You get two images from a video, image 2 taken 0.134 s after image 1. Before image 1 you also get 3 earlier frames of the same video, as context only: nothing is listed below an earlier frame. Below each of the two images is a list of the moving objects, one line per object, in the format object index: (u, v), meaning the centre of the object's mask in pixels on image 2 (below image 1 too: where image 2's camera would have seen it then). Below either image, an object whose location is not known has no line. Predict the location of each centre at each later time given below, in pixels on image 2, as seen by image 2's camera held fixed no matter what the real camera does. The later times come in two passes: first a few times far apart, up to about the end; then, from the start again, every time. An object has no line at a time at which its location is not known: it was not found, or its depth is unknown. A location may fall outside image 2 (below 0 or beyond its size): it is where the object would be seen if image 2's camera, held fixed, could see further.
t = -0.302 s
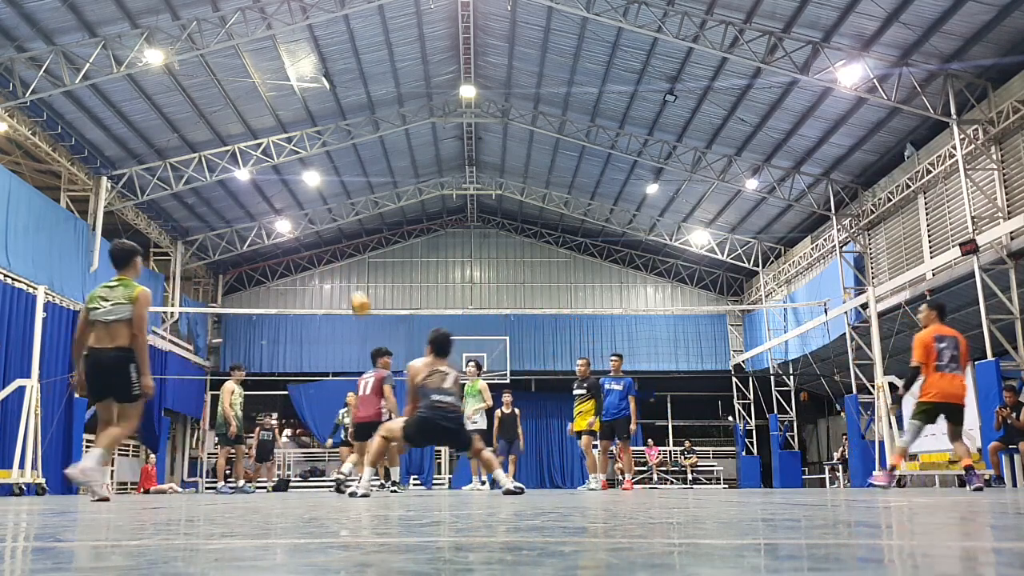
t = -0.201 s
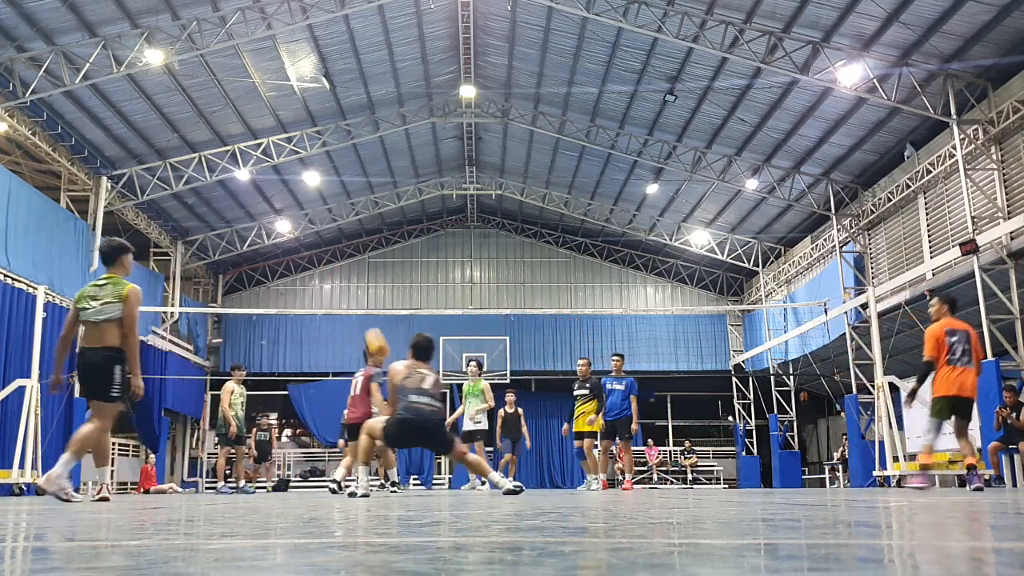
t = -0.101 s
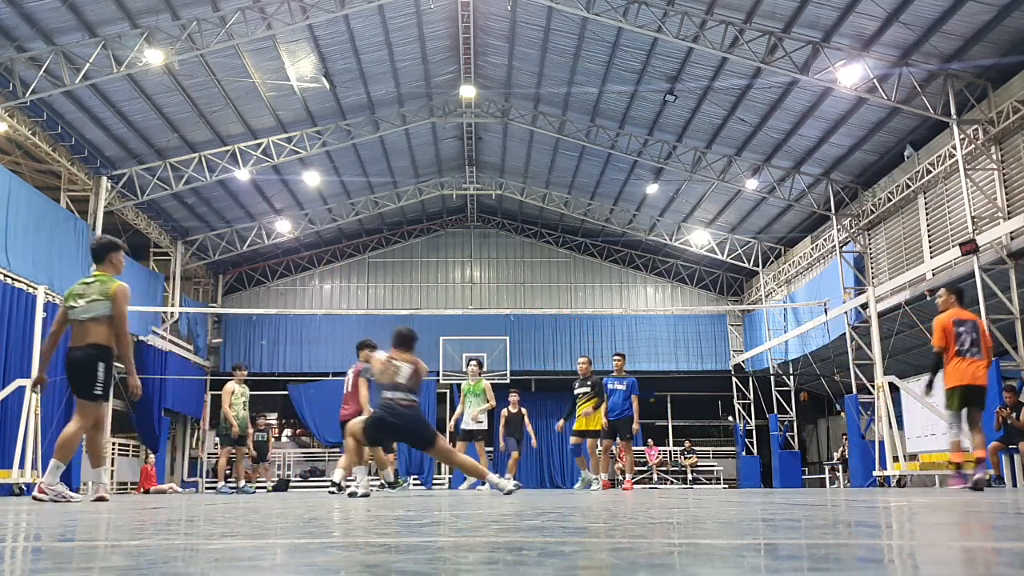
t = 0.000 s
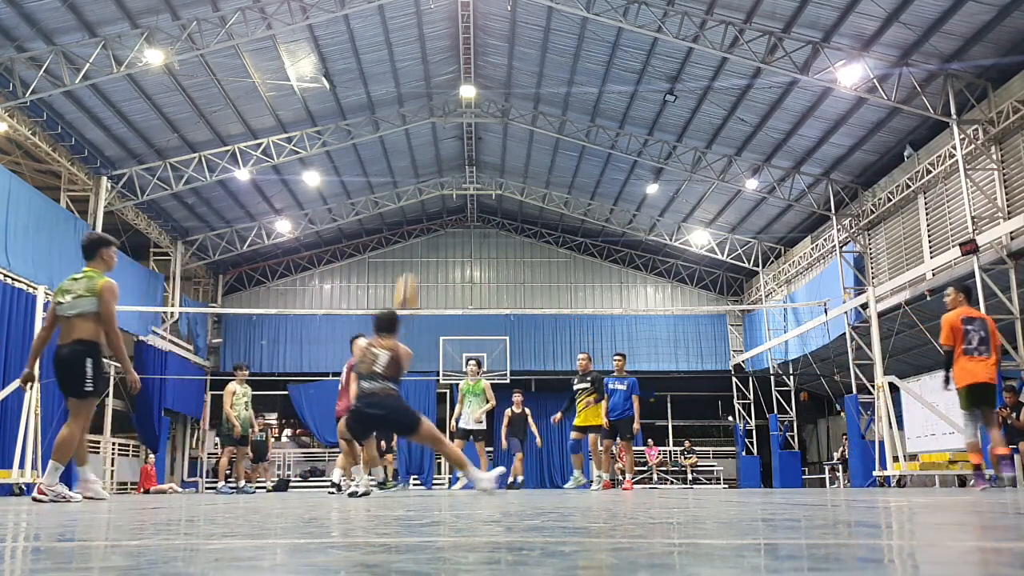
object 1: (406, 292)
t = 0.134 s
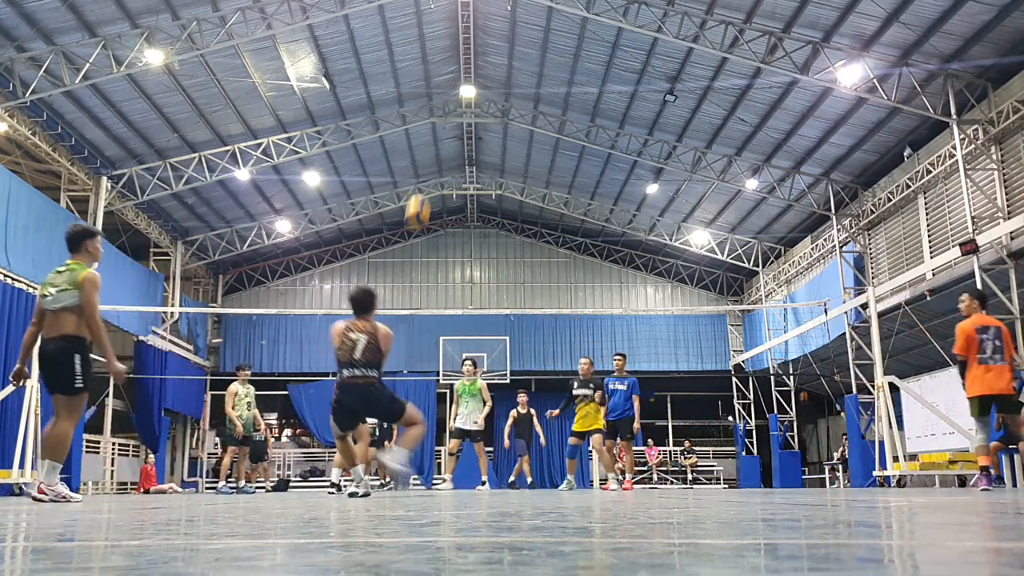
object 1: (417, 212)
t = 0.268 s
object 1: (427, 156)
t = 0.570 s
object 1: (443, 109)
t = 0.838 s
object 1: (456, 135)
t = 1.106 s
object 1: (467, 215)
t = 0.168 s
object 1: (420, 195)
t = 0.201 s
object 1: (423, 180)
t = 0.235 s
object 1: (425, 167)
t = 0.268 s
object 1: (427, 156)
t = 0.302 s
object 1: (429, 146)
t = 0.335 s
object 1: (431, 136)
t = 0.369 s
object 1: (433, 129)
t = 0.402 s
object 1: (435, 124)
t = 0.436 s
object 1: (437, 118)
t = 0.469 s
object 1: (439, 115)
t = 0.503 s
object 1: (440, 111)
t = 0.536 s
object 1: (442, 110)
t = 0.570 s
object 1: (443, 109)
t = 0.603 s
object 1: (445, 109)
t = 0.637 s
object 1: (447, 110)
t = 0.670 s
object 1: (449, 112)
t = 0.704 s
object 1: (450, 115)
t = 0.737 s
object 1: (452, 119)
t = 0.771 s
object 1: (453, 123)
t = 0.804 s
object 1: (455, 129)
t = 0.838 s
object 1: (456, 135)
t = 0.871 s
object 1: (458, 142)
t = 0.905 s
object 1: (459, 151)
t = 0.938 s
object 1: (460, 159)
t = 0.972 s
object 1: (462, 168)
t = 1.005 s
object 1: (463, 179)
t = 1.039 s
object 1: (465, 190)
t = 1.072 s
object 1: (466, 204)
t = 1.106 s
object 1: (467, 215)
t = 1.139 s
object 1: (468, 229)
